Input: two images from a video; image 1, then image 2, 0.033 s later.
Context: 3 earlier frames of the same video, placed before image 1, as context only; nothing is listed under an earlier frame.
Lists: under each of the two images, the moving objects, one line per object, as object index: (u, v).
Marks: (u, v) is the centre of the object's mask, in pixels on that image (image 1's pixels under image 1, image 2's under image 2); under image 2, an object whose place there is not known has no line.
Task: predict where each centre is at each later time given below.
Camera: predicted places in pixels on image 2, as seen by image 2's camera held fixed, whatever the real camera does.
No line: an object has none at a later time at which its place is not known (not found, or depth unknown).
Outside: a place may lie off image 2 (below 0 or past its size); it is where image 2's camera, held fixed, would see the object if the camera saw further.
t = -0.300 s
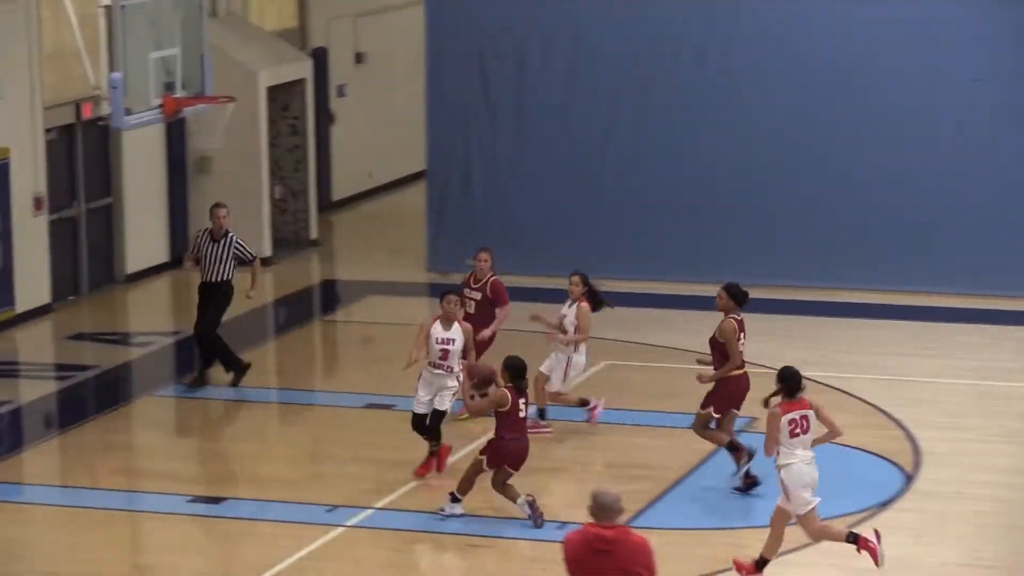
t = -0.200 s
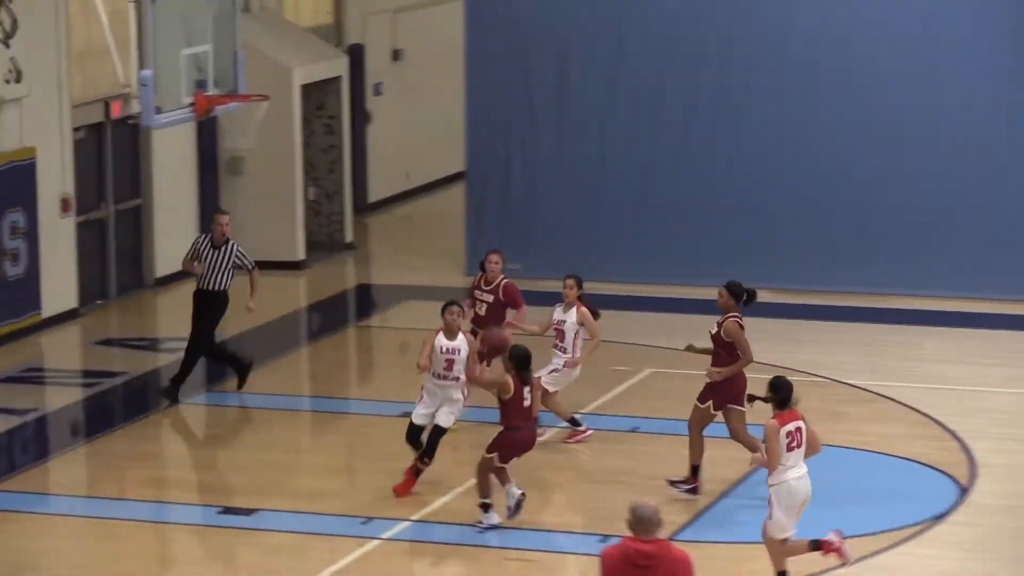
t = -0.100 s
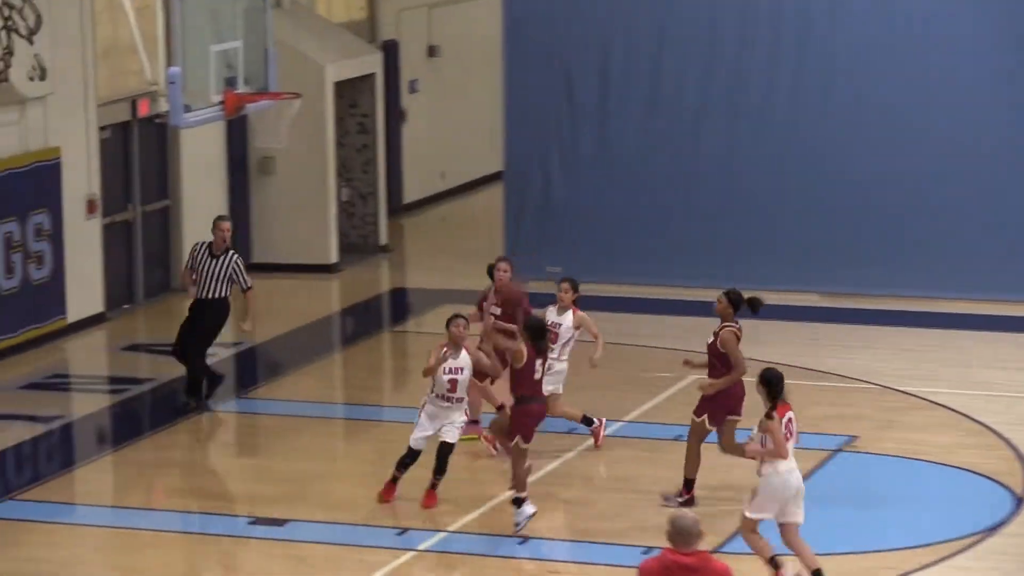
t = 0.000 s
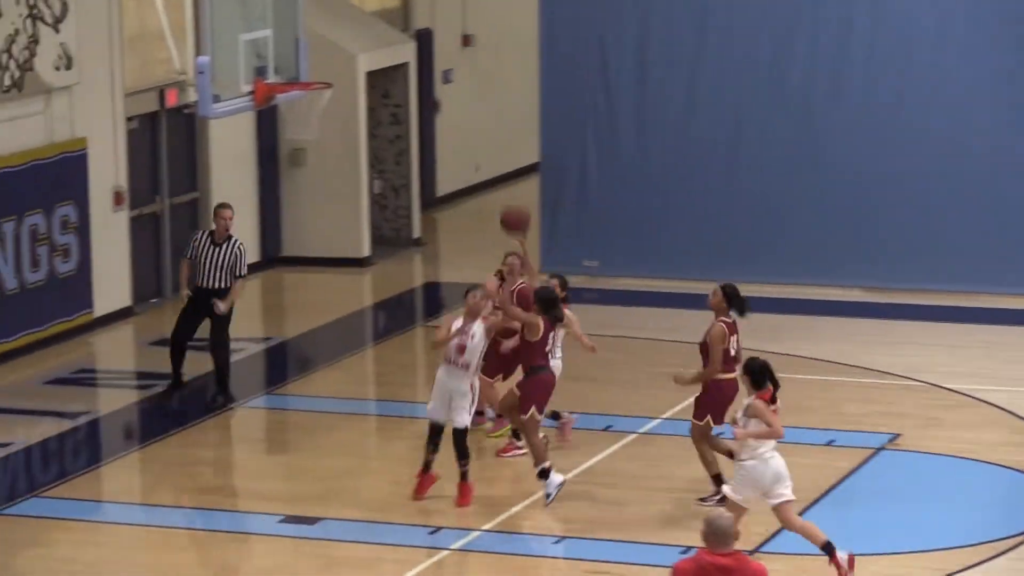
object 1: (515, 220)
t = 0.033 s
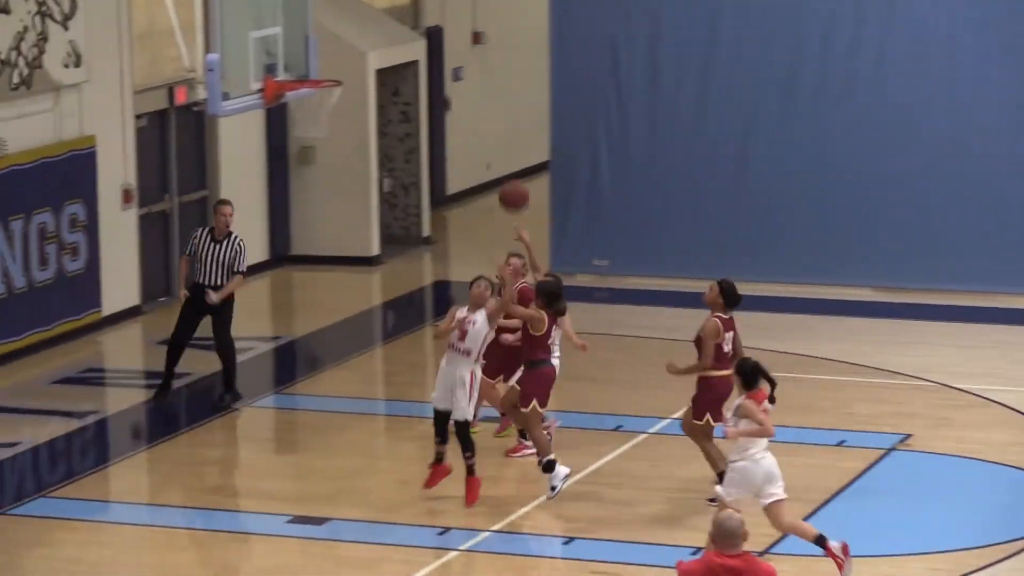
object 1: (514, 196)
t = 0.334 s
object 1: (415, 65)
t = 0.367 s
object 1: (404, 58)
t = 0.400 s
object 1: (394, 53)
